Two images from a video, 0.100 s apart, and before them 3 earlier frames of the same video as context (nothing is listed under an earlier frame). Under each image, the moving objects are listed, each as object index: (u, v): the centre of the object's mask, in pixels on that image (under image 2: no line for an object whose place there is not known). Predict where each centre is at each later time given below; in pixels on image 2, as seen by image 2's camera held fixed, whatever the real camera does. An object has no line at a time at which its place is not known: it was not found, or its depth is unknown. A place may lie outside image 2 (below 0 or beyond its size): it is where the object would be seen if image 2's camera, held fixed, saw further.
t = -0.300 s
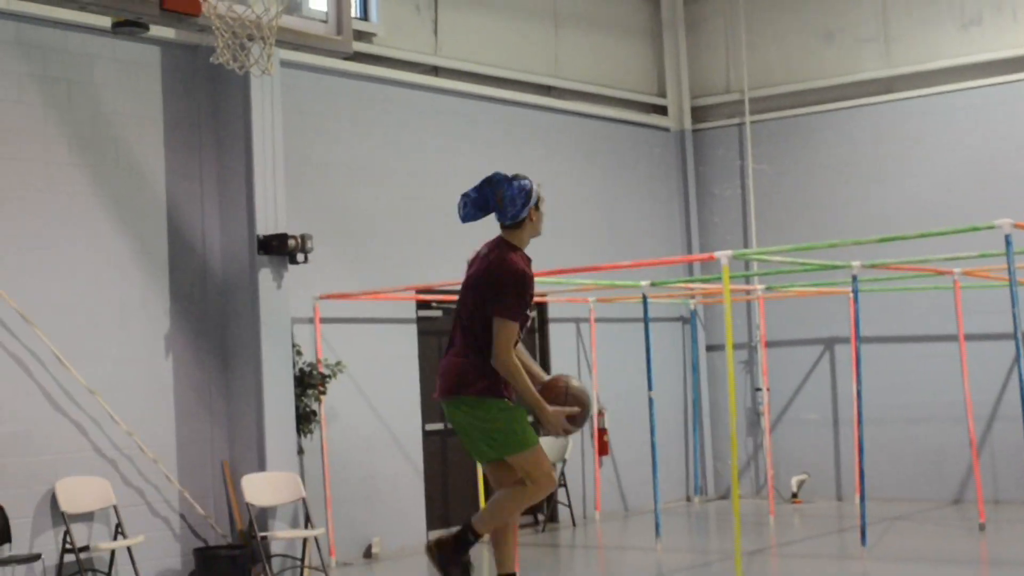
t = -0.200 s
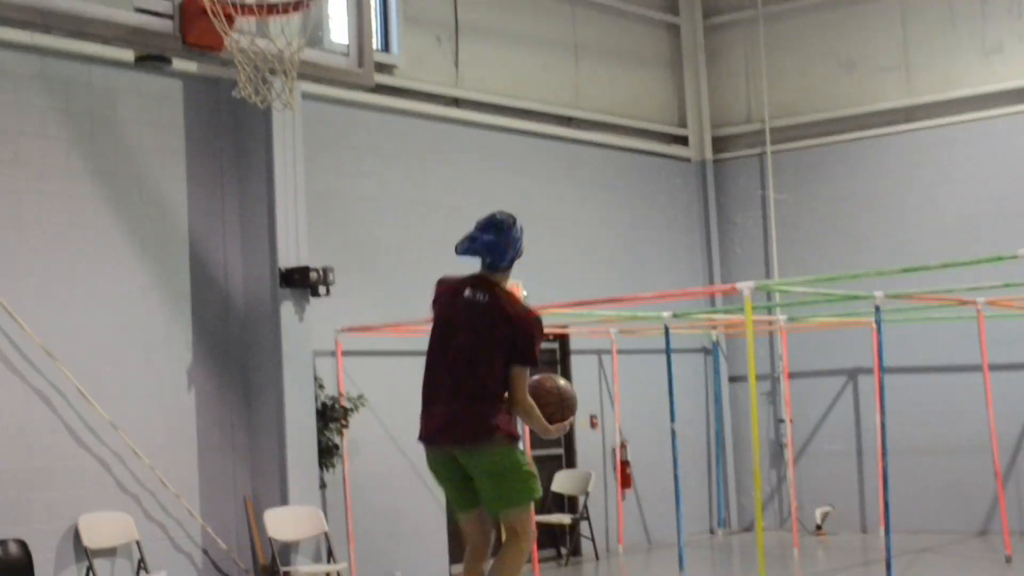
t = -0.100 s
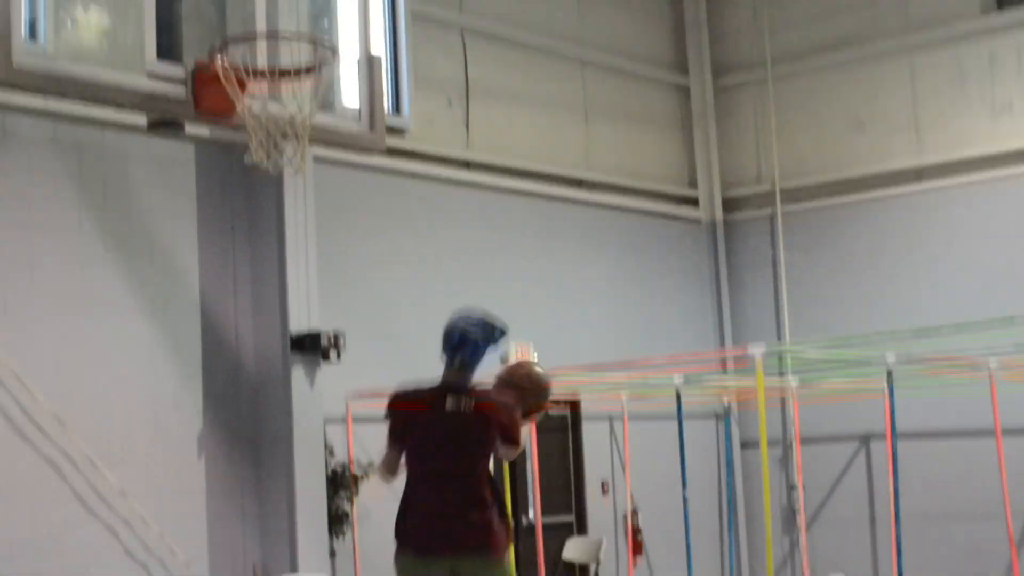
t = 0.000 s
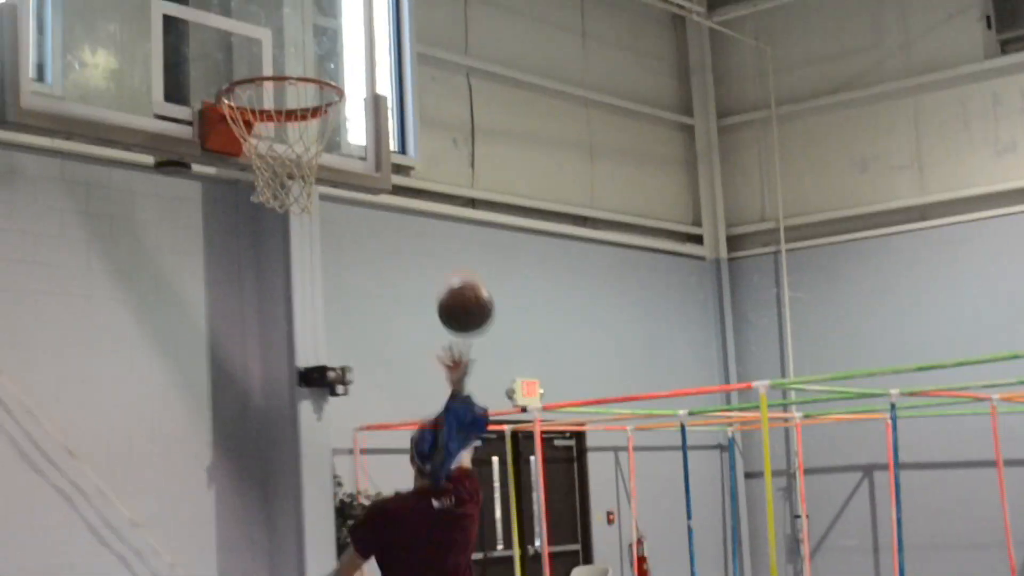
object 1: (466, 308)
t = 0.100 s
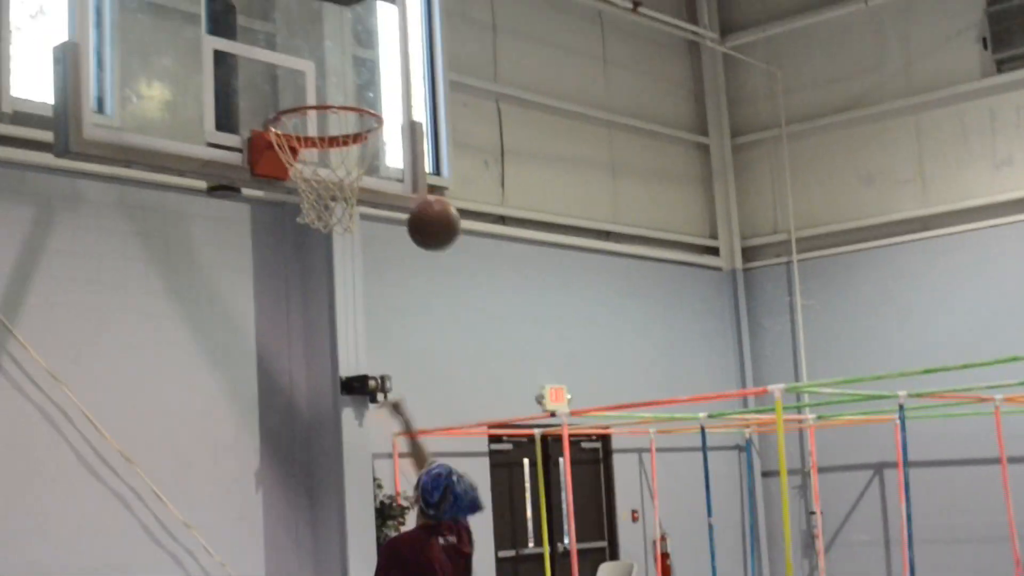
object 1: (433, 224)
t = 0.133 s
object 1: (415, 202)
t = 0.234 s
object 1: (340, 129)
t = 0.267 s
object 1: (325, 114)
